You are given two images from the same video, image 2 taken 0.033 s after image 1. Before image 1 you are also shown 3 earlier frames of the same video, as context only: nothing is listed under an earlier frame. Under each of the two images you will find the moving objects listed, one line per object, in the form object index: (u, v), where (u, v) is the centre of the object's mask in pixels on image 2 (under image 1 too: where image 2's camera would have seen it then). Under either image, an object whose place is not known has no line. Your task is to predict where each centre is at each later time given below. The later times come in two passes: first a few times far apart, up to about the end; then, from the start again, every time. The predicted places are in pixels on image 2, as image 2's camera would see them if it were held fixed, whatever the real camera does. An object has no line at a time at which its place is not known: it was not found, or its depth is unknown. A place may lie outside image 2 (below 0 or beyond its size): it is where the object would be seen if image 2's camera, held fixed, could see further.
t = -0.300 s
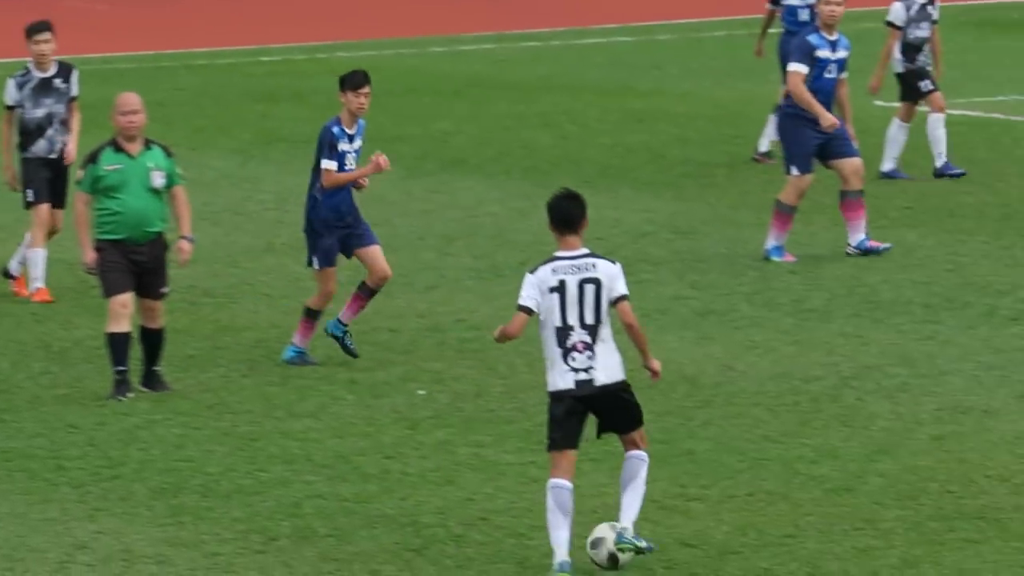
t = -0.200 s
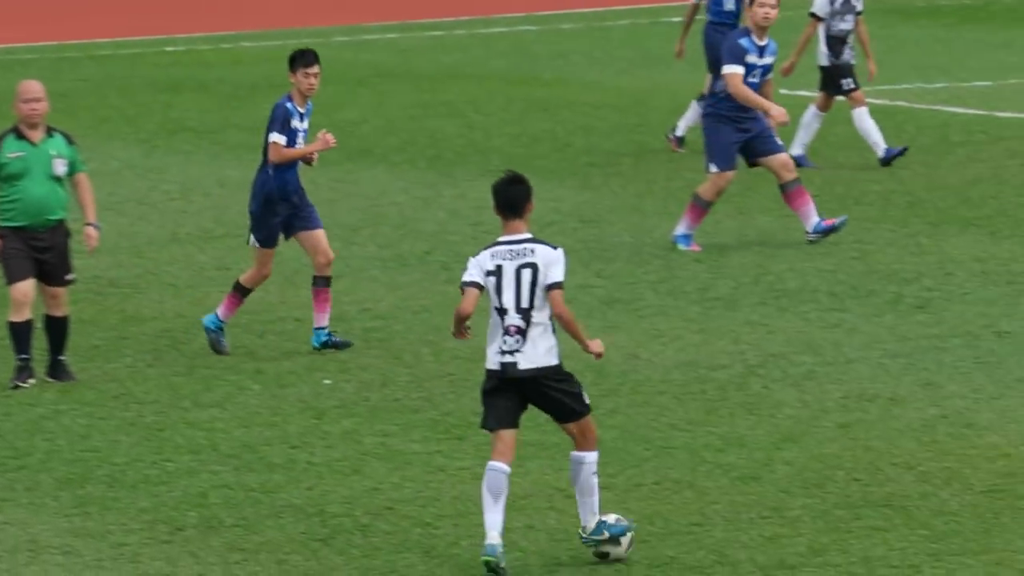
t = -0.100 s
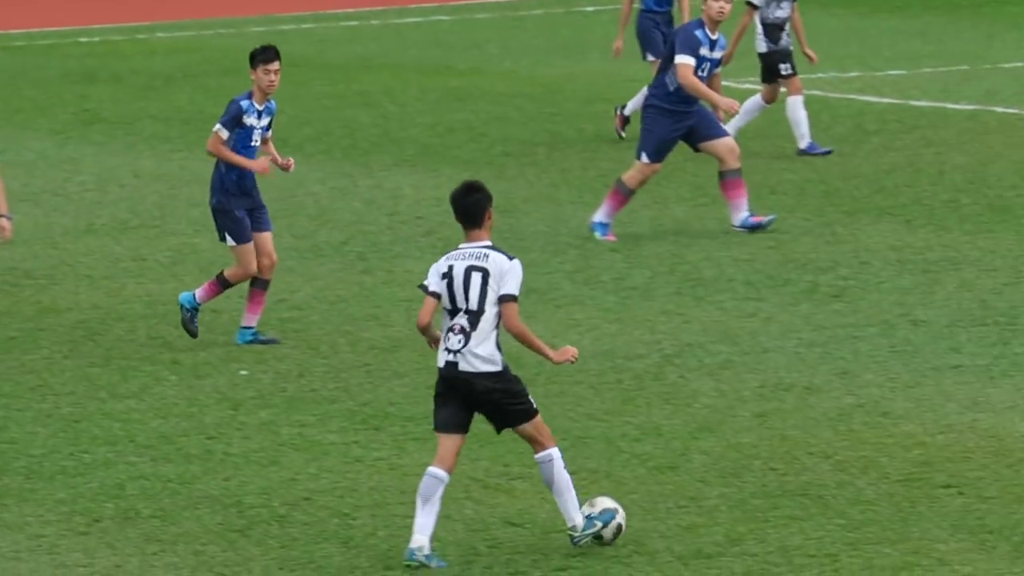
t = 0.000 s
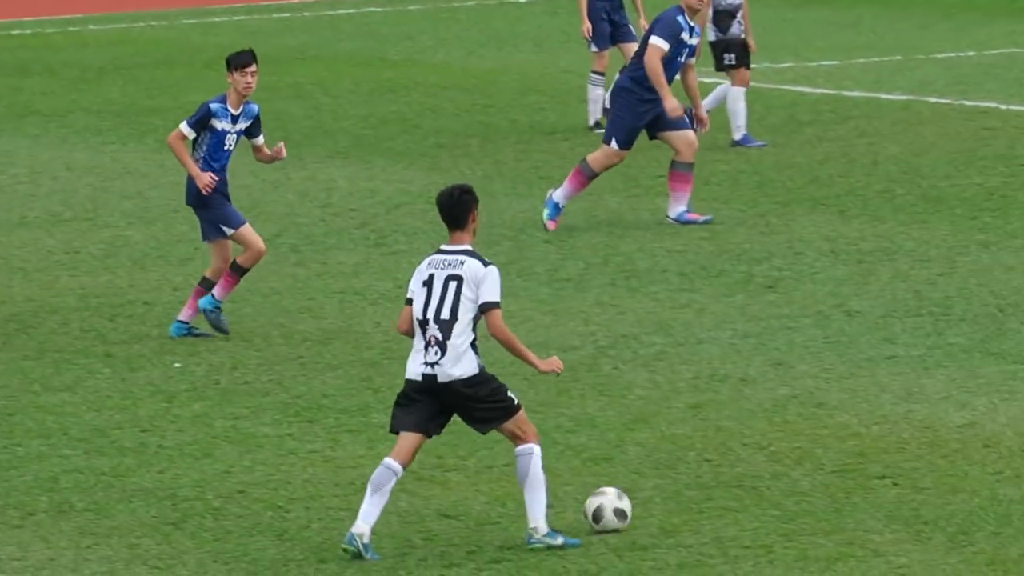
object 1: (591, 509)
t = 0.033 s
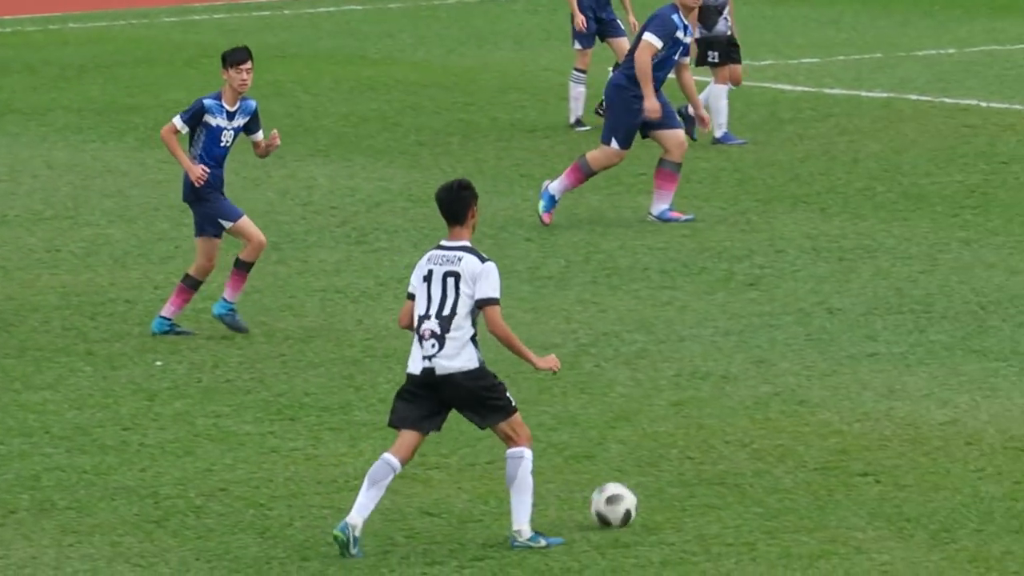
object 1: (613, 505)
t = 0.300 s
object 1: (785, 491)
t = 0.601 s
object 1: (967, 486)
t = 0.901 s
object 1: (1143, 479)
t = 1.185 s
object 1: (1301, 476)
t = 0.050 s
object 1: (625, 504)
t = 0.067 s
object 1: (635, 501)
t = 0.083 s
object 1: (646, 500)
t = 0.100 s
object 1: (656, 499)
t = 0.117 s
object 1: (668, 499)
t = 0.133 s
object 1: (678, 499)
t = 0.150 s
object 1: (689, 499)
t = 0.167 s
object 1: (700, 500)
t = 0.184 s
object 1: (711, 498)
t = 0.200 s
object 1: (722, 496)
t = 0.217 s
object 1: (732, 494)
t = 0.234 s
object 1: (743, 493)
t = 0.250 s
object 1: (753, 492)
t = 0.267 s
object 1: (764, 491)
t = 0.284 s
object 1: (774, 491)
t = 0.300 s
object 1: (785, 491)
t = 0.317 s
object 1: (796, 493)
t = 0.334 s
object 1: (806, 494)
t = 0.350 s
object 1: (816, 493)
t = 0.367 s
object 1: (826, 491)
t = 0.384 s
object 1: (837, 490)
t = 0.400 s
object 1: (847, 489)
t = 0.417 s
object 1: (858, 488)
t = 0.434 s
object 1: (868, 489)
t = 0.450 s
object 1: (878, 489)
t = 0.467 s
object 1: (888, 489)
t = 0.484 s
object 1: (898, 489)
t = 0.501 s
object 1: (908, 488)
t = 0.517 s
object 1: (918, 487)
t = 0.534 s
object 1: (928, 487)
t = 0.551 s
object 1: (938, 486)
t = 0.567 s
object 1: (948, 486)
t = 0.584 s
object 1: (958, 486)
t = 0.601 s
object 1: (967, 486)
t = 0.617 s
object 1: (978, 485)
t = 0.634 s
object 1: (988, 485)
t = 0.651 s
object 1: (997, 484)
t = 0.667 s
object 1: (1007, 484)
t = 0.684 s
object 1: (1017, 483)
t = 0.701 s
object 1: (1027, 483)
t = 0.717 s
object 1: (1037, 483)
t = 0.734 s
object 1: (1047, 482)
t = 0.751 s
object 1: (1057, 481)
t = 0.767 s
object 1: (1066, 481)
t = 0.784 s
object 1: (1076, 482)
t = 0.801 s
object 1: (1085, 482)
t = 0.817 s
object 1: (1095, 481)
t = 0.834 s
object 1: (1104, 481)
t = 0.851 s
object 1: (1113, 481)
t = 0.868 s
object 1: (1123, 481)
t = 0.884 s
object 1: (1133, 480)
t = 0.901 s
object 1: (1143, 479)
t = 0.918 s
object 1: (1152, 480)
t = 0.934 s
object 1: (1161, 480)
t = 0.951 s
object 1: (1171, 479)
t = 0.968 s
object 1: (1180, 479)
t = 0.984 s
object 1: (1189, 478)
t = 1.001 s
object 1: (1199, 478)
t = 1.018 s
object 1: (1207, 478)
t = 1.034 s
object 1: (1217, 478)
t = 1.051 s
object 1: (1226, 478)
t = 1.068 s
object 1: (1235, 477)
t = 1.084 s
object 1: (1245, 478)
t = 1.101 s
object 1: (1254, 477)
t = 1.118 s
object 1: (1263, 477)
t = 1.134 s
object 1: (1273, 476)
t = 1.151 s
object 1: (1282, 476)
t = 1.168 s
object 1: (1292, 477)
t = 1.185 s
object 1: (1301, 476)
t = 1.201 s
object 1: (1310, 476)
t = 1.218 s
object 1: (1320, 476)
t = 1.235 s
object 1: (1329, 476)
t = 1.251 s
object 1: (1338, 476)
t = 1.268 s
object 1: (1348, 476)
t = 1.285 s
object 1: (1357, 475)
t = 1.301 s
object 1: (1365, 473)
